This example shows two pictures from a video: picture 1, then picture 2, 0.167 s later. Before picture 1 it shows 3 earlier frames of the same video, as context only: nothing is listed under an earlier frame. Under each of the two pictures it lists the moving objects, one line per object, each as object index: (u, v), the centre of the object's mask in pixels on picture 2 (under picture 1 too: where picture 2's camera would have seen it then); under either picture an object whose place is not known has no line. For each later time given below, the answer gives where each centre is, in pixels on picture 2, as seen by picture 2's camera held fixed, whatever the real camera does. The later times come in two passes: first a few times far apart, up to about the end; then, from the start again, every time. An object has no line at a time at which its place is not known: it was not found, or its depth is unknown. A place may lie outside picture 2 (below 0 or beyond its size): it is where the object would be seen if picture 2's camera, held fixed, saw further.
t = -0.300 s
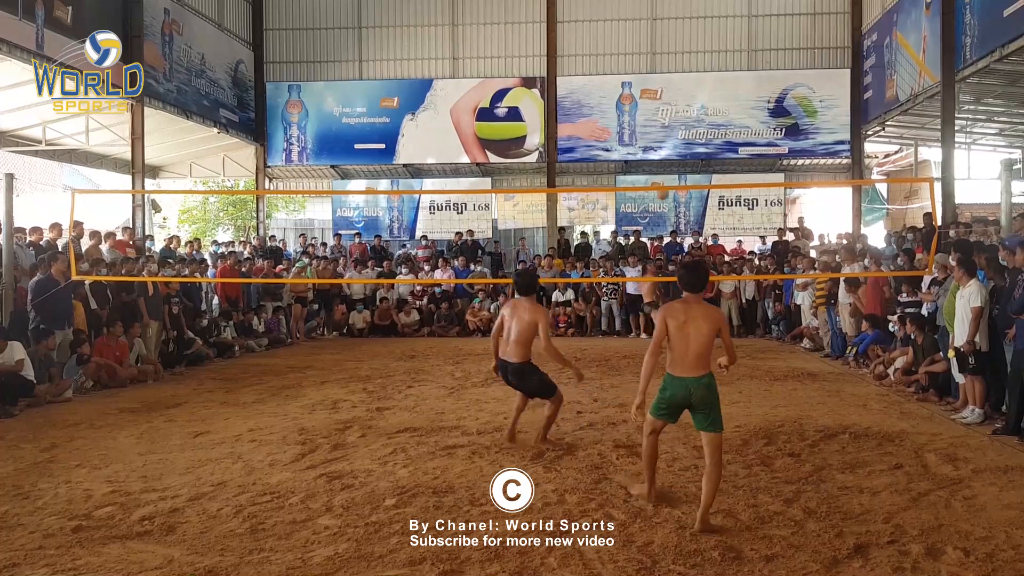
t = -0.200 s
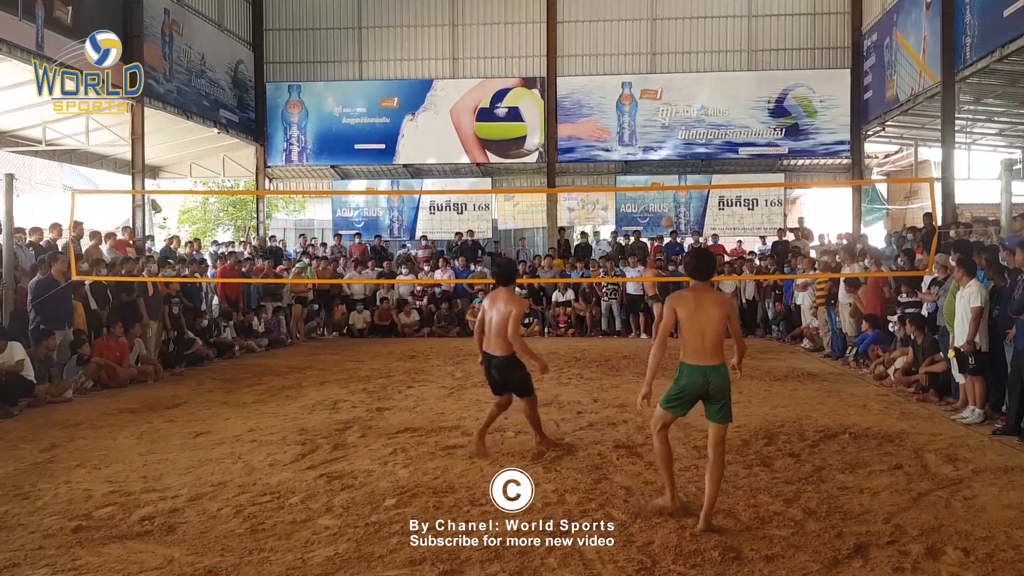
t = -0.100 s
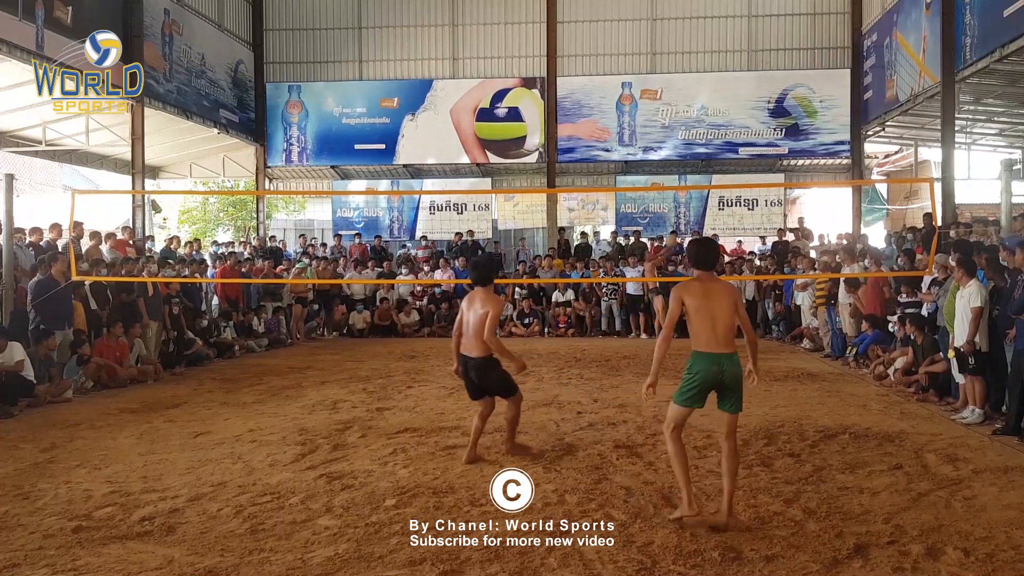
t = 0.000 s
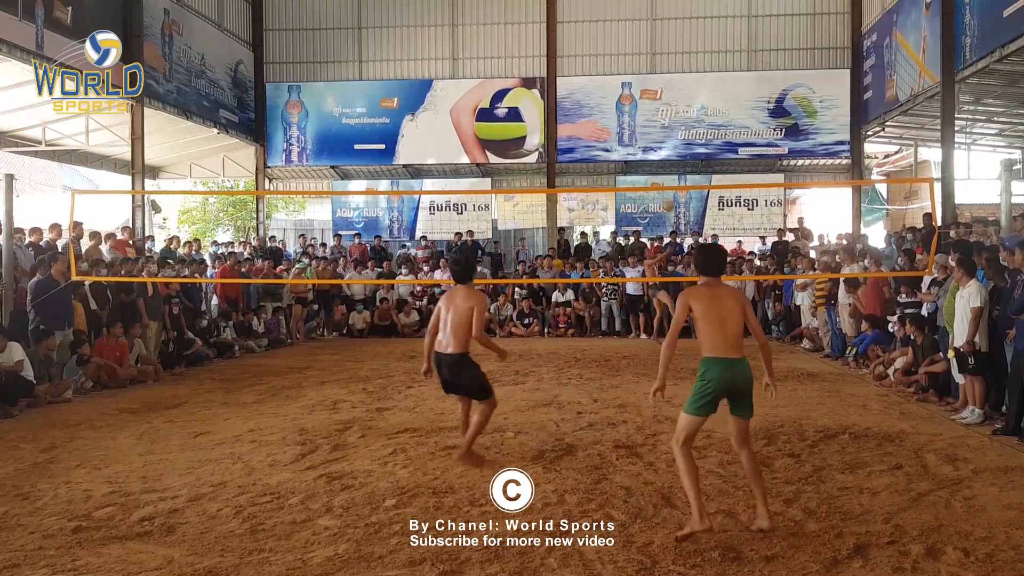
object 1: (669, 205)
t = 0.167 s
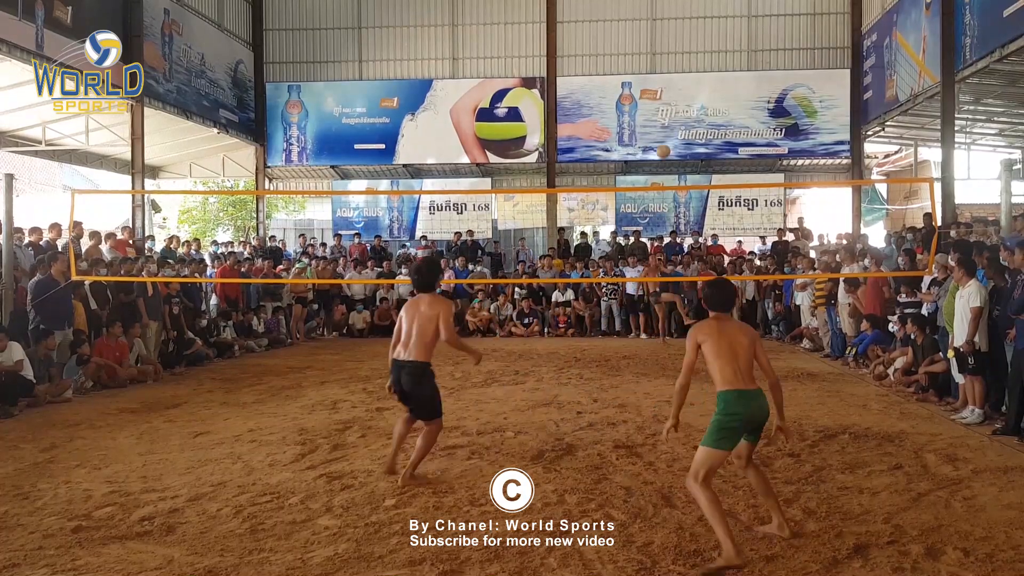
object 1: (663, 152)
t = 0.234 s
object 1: (662, 132)
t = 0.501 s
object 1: (652, 70)
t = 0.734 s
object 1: (634, 53)
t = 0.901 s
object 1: (613, 79)
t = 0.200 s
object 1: (663, 141)
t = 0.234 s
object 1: (662, 132)
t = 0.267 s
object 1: (661, 122)
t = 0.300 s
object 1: (660, 114)
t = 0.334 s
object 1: (659, 105)
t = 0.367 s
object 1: (658, 97)
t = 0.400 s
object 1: (657, 89)
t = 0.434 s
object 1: (656, 82)
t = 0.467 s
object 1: (654, 76)
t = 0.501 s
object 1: (652, 70)
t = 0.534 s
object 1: (651, 65)
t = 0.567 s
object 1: (648, 61)
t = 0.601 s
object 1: (647, 57)
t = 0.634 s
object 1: (644, 55)
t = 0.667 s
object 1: (641, 53)
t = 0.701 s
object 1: (638, 53)
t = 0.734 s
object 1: (634, 53)
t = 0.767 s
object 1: (631, 56)
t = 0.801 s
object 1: (627, 59)
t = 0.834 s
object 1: (623, 64)
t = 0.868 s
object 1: (618, 71)
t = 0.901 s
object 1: (613, 79)
